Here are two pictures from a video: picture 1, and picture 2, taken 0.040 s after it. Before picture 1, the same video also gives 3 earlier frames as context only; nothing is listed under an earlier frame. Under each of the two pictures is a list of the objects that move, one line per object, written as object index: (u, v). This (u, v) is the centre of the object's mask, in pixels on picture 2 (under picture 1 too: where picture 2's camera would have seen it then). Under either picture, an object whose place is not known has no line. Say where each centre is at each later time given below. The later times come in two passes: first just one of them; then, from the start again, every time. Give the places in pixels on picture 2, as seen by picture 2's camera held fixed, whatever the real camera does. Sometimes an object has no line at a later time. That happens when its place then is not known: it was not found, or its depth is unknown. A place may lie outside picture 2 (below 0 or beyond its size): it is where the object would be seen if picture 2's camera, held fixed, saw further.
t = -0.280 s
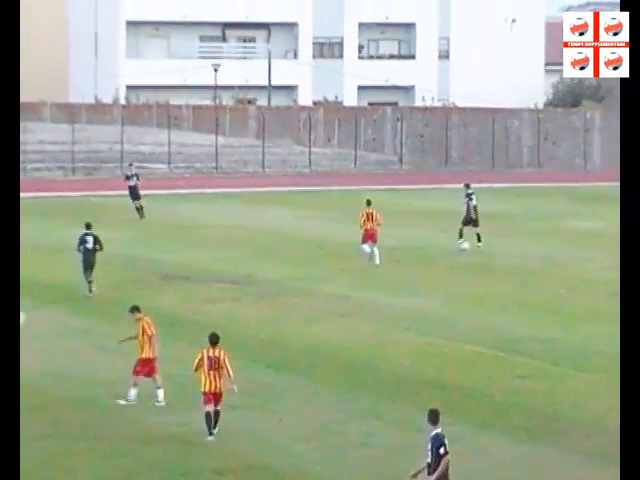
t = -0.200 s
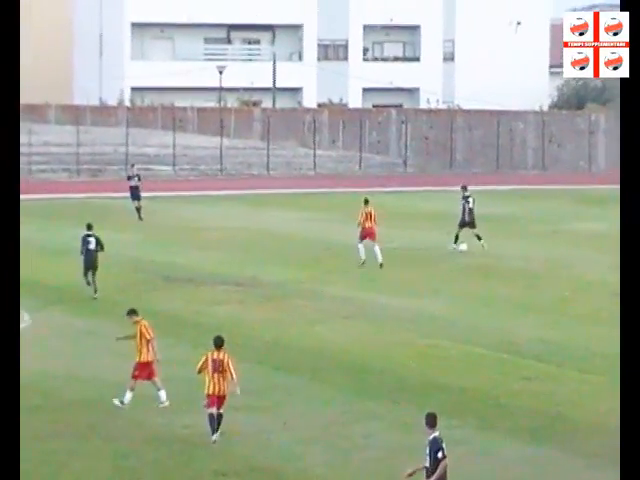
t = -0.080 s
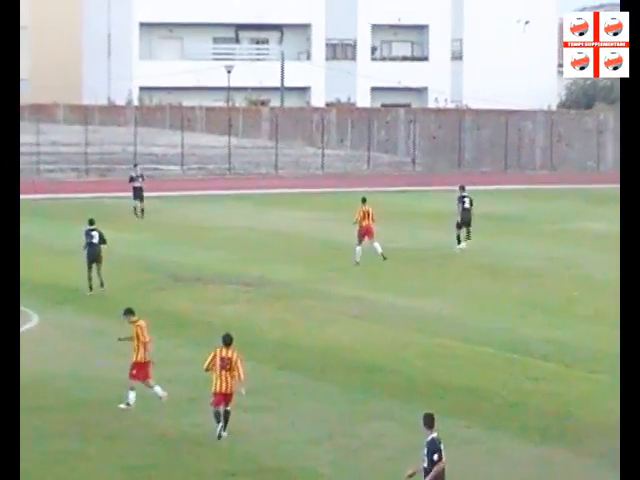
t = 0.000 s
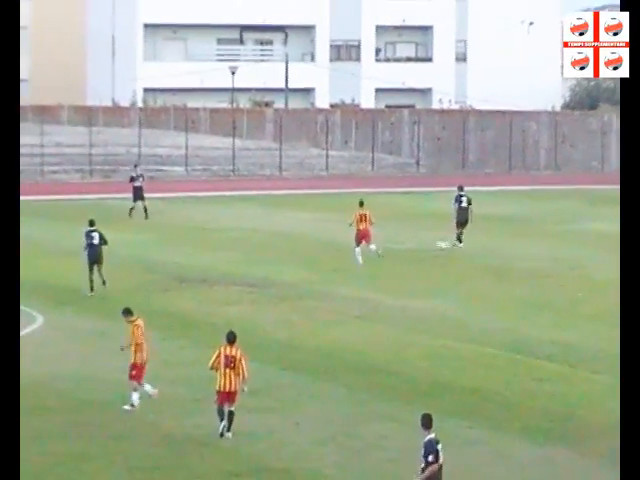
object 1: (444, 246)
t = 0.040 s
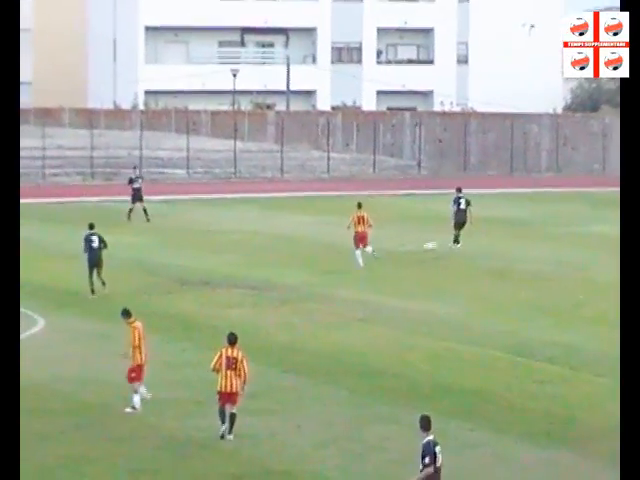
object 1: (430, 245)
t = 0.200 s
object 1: (381, 238)
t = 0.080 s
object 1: (417, 244)
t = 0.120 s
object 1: (405, 242)
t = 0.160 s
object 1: (392, 240)
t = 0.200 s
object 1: (381, 238)
